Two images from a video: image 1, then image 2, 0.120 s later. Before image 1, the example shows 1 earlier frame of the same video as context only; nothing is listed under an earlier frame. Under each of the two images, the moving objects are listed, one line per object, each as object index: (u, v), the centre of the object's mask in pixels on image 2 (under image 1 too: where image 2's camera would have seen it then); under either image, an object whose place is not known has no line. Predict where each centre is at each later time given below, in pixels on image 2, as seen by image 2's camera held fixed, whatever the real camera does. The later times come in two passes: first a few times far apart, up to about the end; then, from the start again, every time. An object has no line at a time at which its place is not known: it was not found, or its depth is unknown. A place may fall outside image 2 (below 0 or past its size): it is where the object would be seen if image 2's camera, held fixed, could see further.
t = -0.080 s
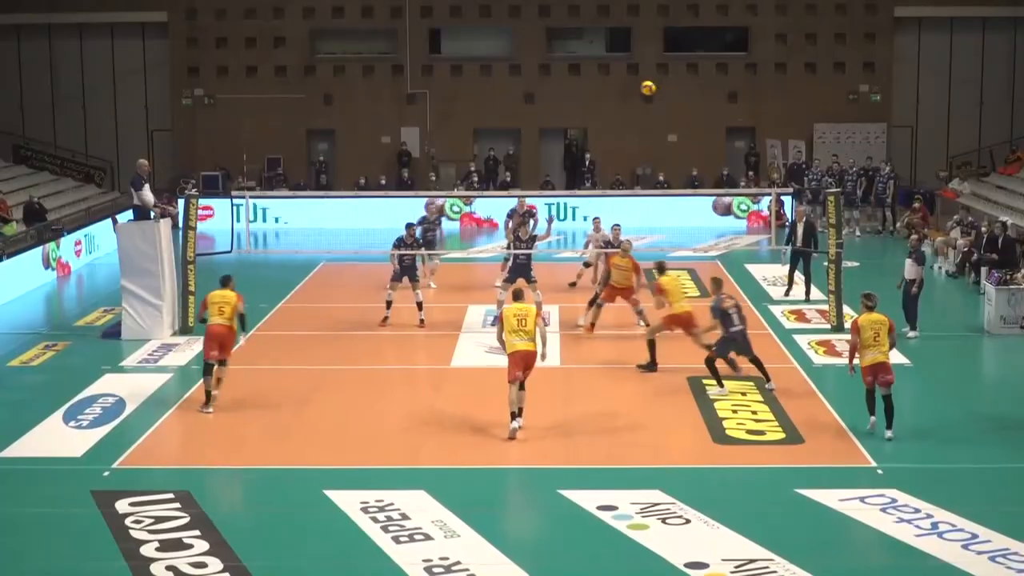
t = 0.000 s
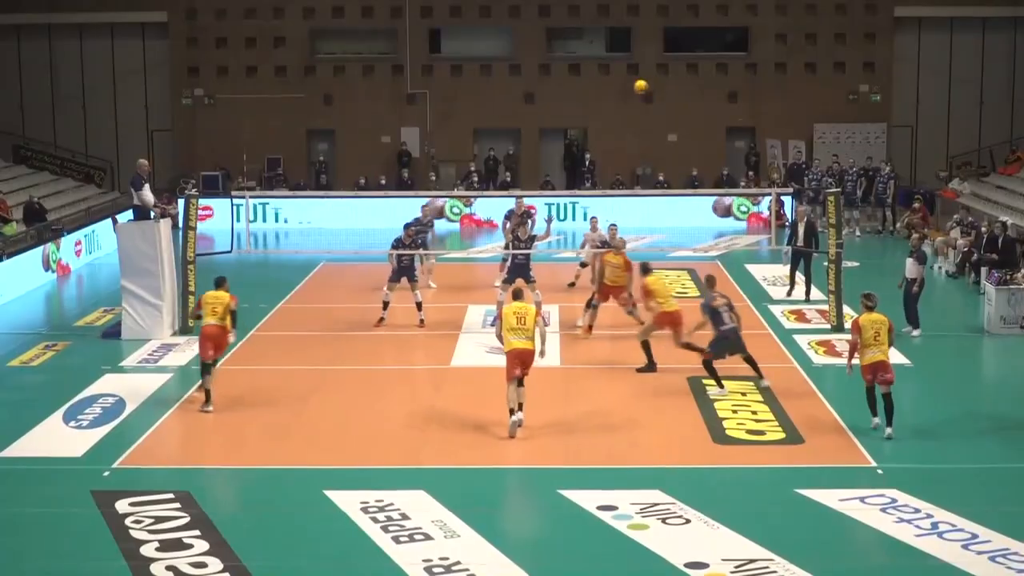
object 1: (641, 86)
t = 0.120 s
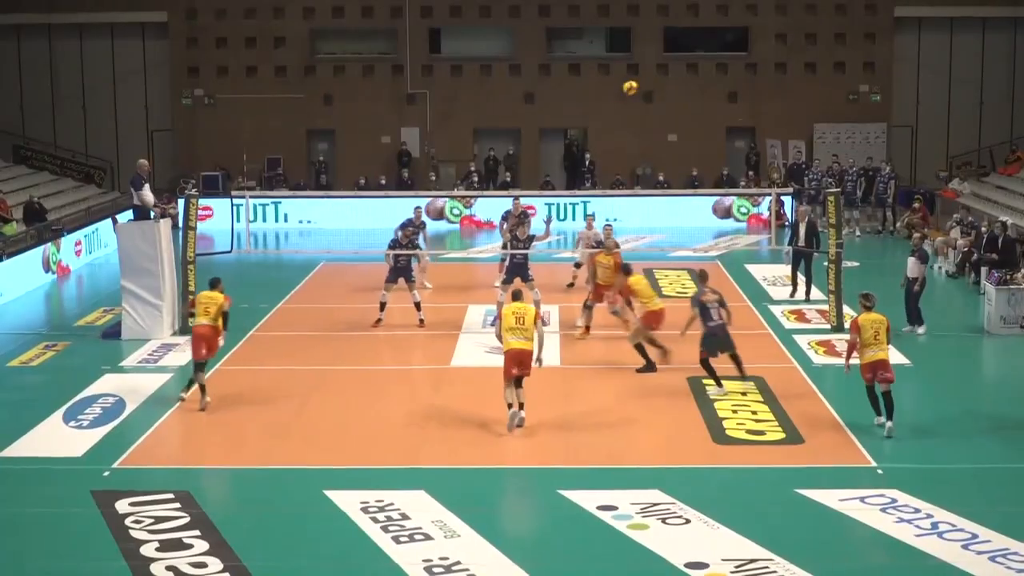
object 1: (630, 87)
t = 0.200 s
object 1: (622, 91)
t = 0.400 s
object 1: (605, 107)
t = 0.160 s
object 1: (626, 89)
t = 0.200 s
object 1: (622, 91)
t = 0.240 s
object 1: (619, 93)
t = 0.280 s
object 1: (616, 95)
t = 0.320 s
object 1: (613, 99)
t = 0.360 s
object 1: (609, 103)
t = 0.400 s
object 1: (605, 107)
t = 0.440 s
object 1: (602, 112)
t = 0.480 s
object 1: (600, 116)
